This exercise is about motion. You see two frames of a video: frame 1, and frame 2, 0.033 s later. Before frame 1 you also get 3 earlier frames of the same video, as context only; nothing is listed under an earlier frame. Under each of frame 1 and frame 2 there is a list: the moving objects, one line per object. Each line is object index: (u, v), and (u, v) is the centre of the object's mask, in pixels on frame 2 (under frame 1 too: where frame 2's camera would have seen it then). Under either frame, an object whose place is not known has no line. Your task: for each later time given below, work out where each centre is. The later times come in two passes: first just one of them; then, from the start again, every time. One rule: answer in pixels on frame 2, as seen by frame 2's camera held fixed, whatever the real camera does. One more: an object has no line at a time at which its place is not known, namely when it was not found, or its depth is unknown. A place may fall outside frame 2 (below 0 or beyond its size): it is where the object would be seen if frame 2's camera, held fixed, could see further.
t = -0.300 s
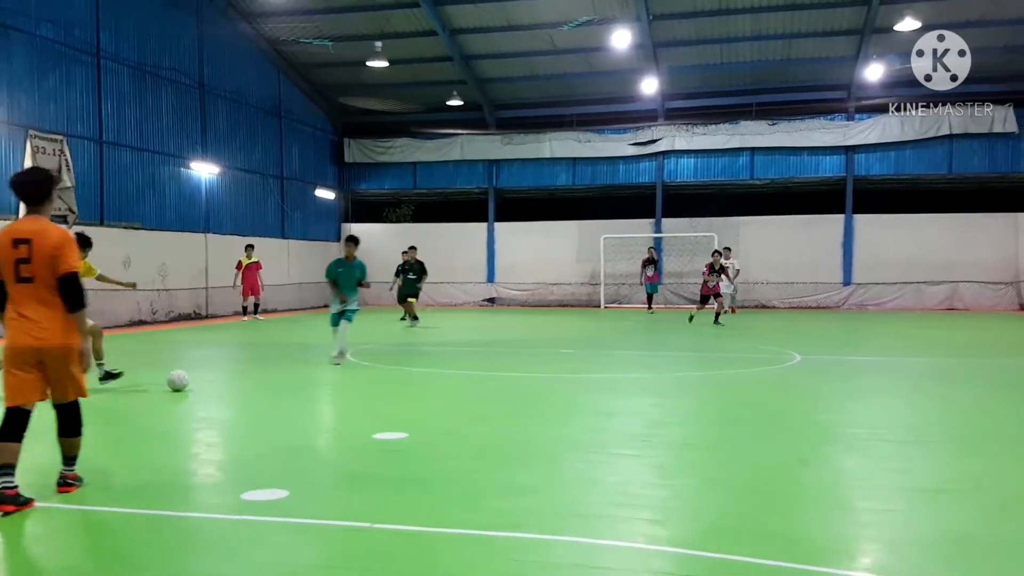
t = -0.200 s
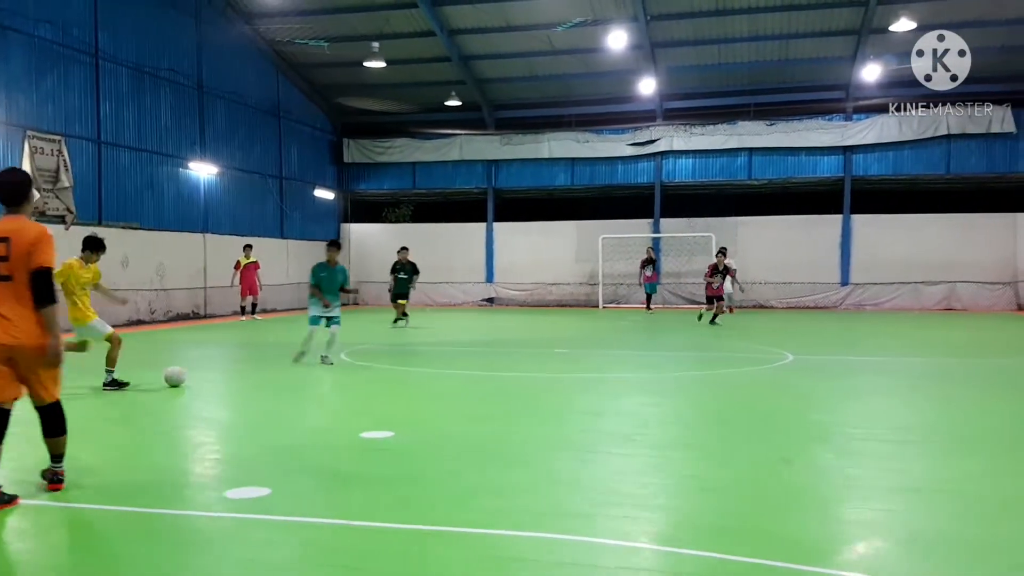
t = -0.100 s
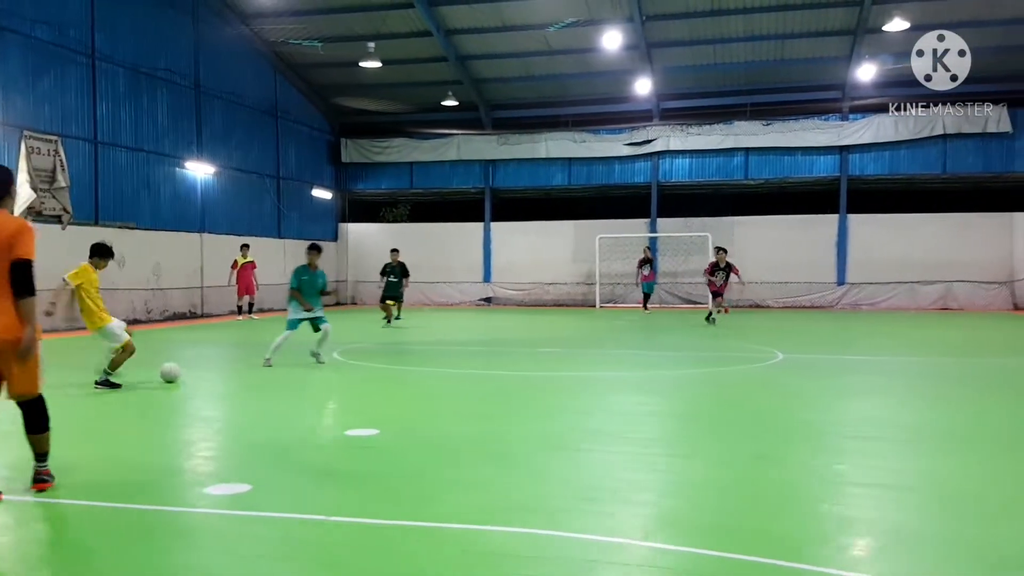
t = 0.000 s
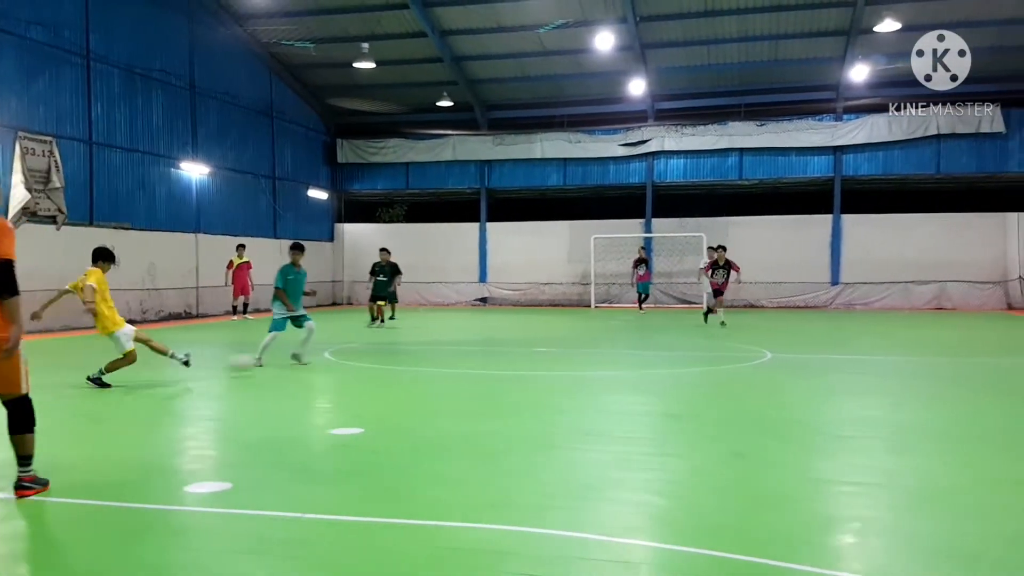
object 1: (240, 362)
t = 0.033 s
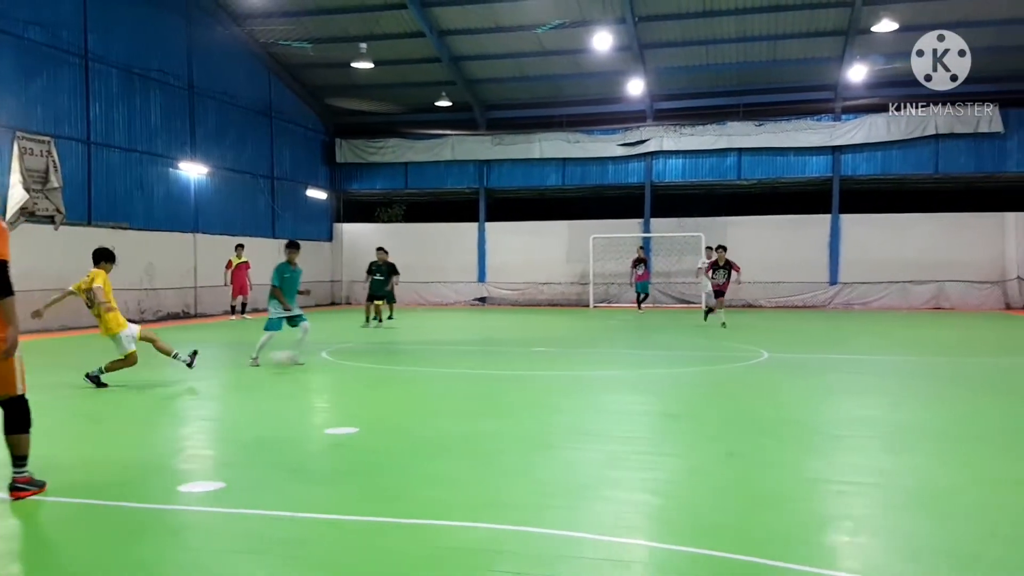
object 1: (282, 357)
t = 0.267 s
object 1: (514, 350)
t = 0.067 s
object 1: (320, 356)
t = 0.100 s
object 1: (358, 356)
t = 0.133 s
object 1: (393, 357)
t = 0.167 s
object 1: (427, 358)
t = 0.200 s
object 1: (456, 354)
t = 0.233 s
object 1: (486, 352)
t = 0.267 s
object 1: (514, 350)
